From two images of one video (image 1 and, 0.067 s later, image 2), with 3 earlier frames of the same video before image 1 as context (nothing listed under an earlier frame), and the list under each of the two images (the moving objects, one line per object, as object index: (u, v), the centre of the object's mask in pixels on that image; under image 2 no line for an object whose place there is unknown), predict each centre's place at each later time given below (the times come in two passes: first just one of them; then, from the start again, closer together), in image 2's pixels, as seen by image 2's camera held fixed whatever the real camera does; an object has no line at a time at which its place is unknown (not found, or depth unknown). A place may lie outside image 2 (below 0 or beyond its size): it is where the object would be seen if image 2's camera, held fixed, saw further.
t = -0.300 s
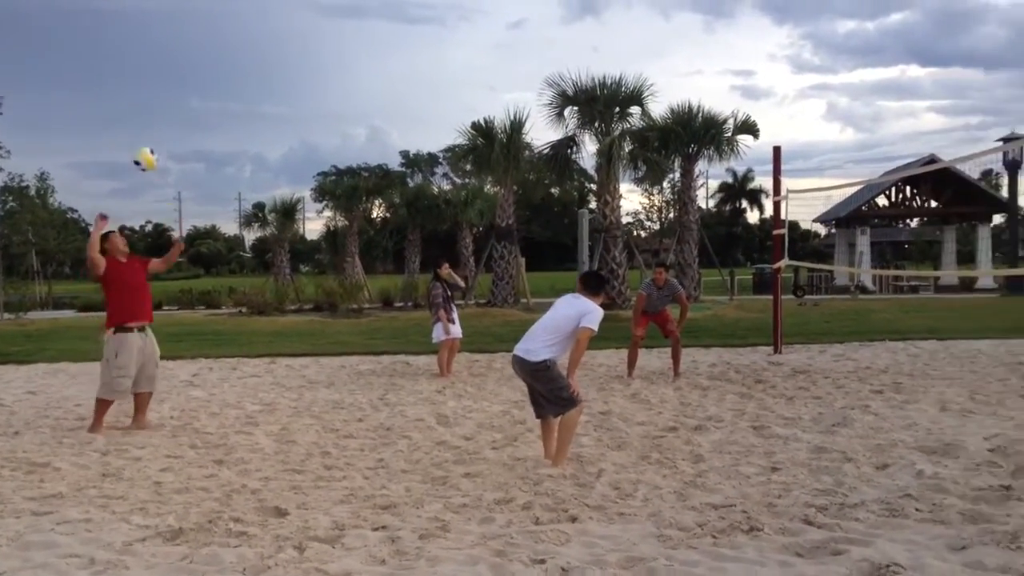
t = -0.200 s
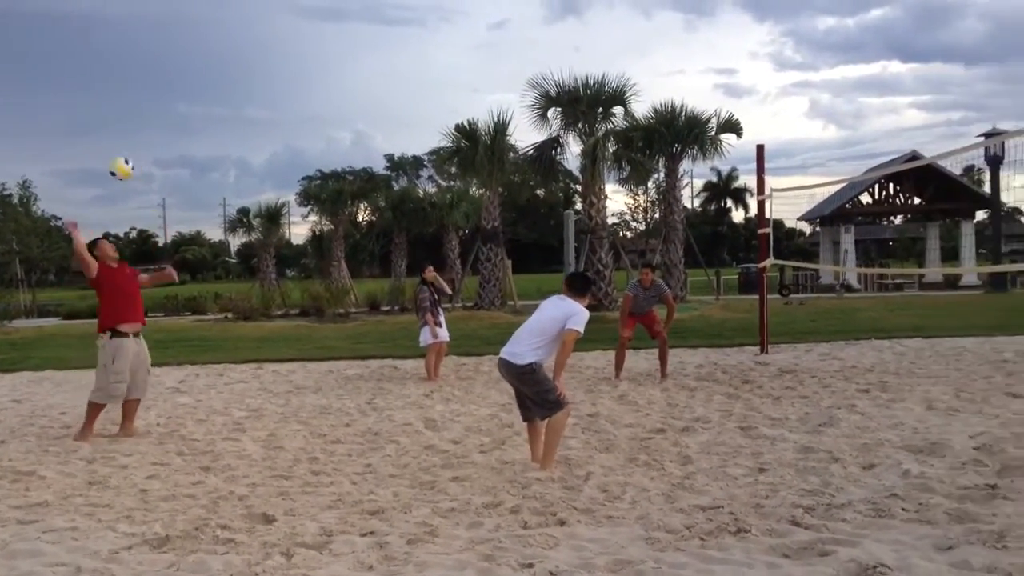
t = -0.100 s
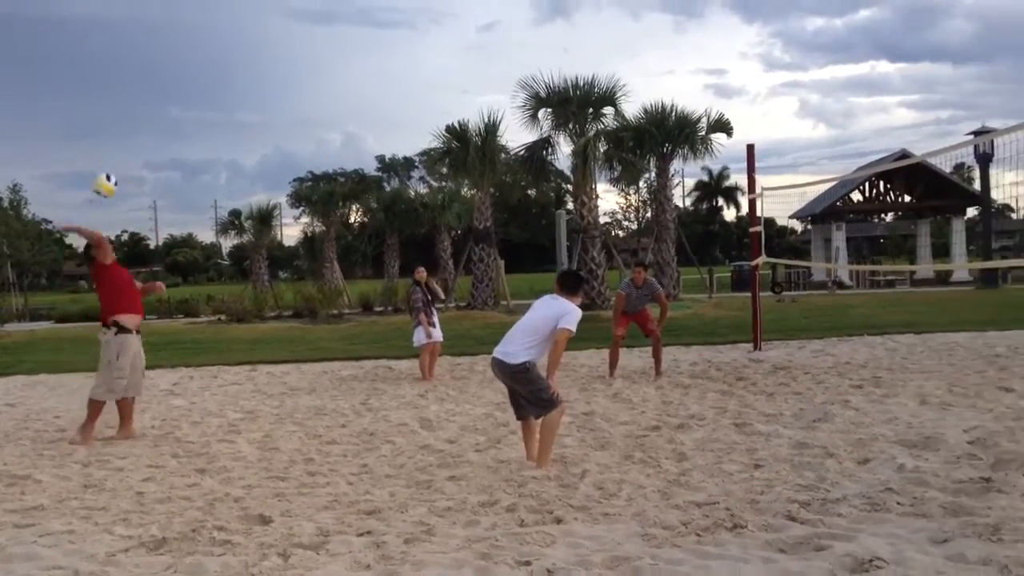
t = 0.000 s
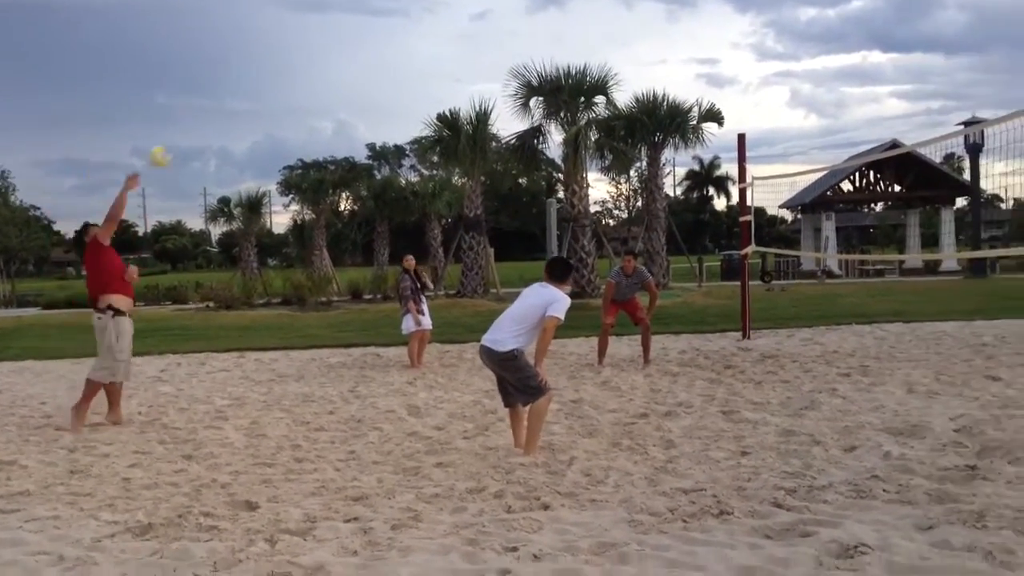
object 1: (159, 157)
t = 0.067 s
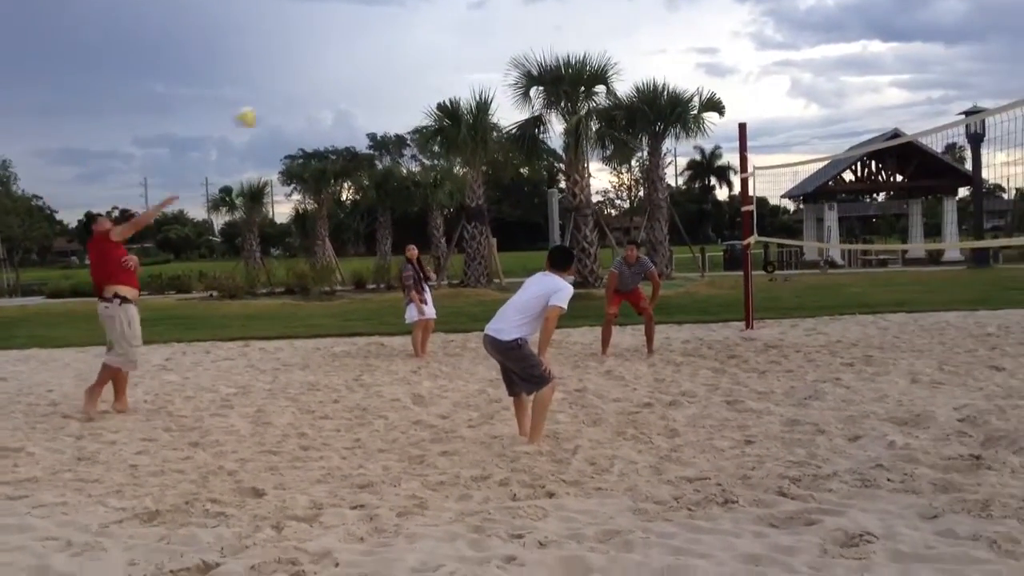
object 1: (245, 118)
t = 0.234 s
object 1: (440, 69)
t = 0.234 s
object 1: (440, 69)
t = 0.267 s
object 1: (475, 64)
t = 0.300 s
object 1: (509, 59)
